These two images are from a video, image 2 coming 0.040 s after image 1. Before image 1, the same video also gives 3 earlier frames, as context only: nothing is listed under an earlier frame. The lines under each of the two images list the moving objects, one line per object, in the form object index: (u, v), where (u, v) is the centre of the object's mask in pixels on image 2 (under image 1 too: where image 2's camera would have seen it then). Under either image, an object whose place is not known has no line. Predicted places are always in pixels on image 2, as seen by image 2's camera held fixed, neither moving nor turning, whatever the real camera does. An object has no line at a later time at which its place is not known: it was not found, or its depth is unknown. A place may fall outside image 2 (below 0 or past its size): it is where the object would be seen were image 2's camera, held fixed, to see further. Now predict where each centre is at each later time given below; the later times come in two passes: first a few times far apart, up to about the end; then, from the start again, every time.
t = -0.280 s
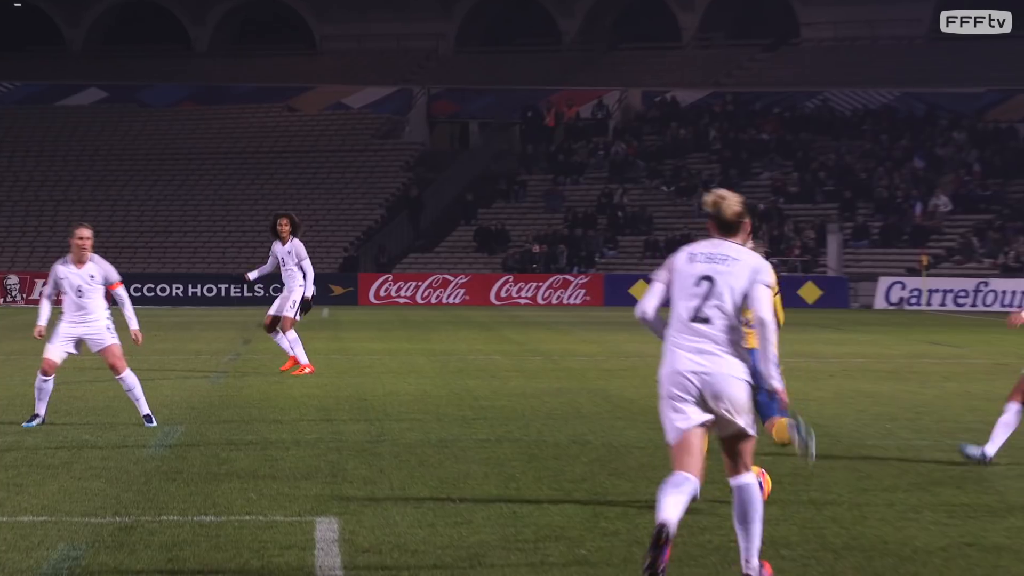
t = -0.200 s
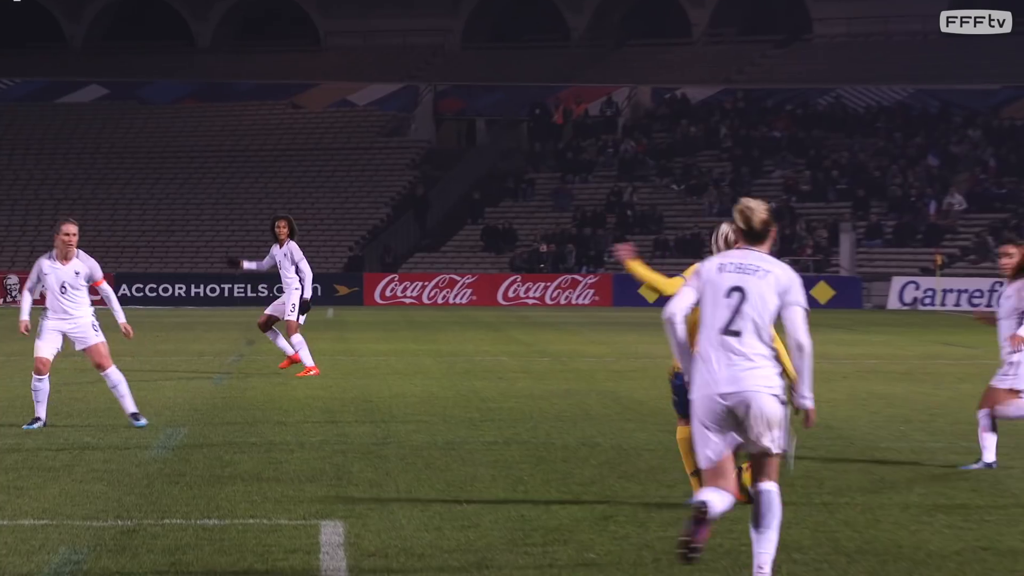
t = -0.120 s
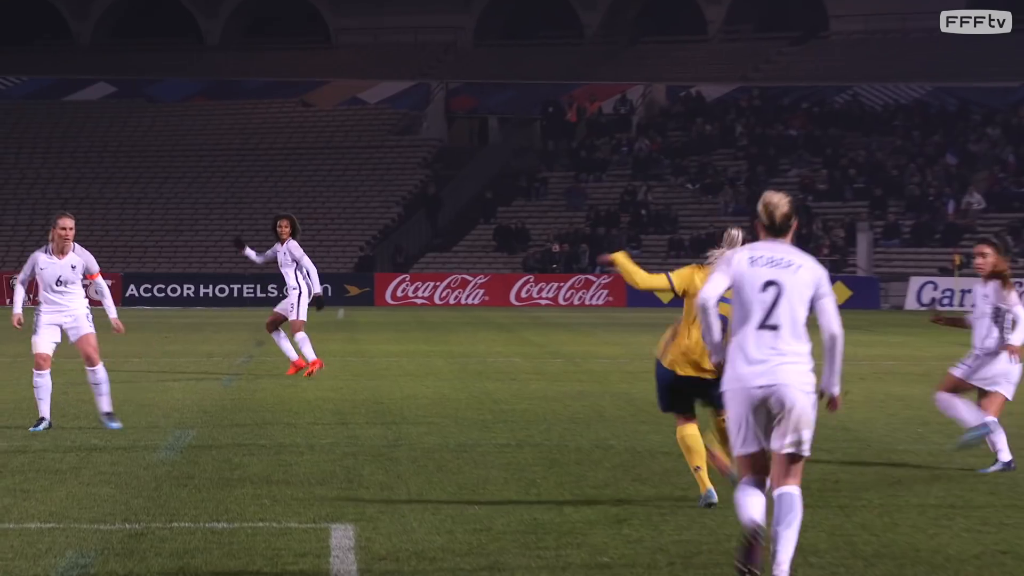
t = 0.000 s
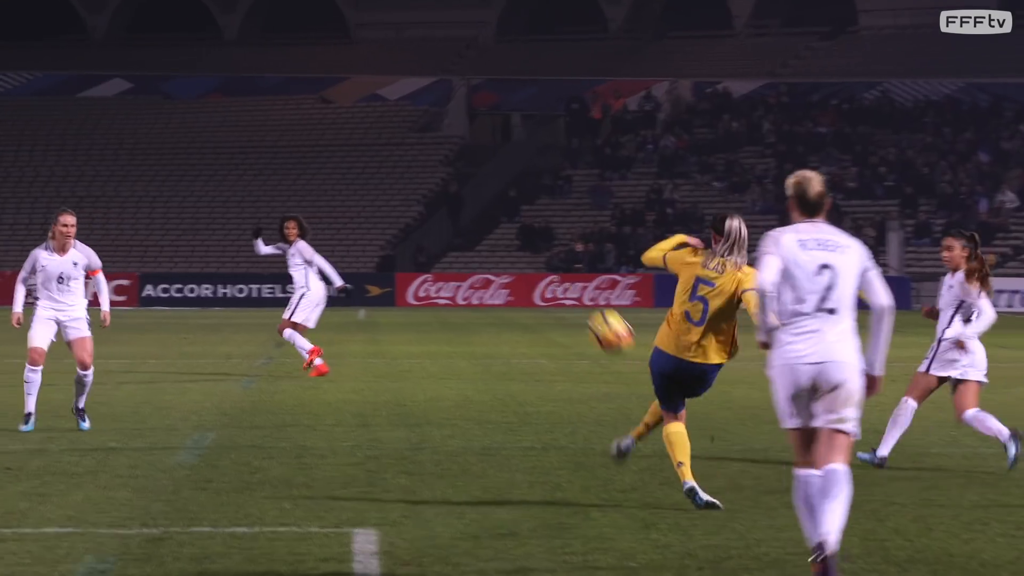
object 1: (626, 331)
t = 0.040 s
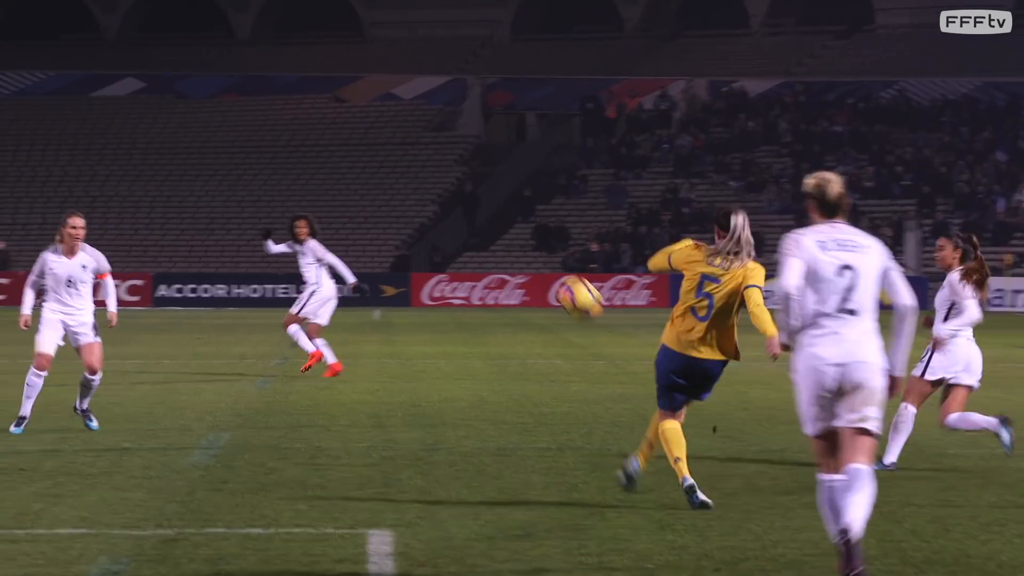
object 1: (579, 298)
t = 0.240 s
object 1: (363, 188)
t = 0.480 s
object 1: (120, 146)
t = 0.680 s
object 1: (-92, 157)
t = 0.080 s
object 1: (535, 269)
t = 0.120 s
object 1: (491, 244)
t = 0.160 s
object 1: (447, 223)
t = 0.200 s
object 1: (405, 204)
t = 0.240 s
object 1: (363, 188)
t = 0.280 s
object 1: (322, 176)
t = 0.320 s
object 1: (281, 166)
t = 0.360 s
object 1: (241, 158)
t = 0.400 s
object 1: (200, 152)
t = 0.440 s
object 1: (160, 149)
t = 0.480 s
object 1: (120, 146)
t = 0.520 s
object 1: (81, 146)
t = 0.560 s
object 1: (39, 146)
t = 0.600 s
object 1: (-3, 148)
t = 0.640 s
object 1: (-47, 151)
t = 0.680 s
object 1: (-92, 157)
